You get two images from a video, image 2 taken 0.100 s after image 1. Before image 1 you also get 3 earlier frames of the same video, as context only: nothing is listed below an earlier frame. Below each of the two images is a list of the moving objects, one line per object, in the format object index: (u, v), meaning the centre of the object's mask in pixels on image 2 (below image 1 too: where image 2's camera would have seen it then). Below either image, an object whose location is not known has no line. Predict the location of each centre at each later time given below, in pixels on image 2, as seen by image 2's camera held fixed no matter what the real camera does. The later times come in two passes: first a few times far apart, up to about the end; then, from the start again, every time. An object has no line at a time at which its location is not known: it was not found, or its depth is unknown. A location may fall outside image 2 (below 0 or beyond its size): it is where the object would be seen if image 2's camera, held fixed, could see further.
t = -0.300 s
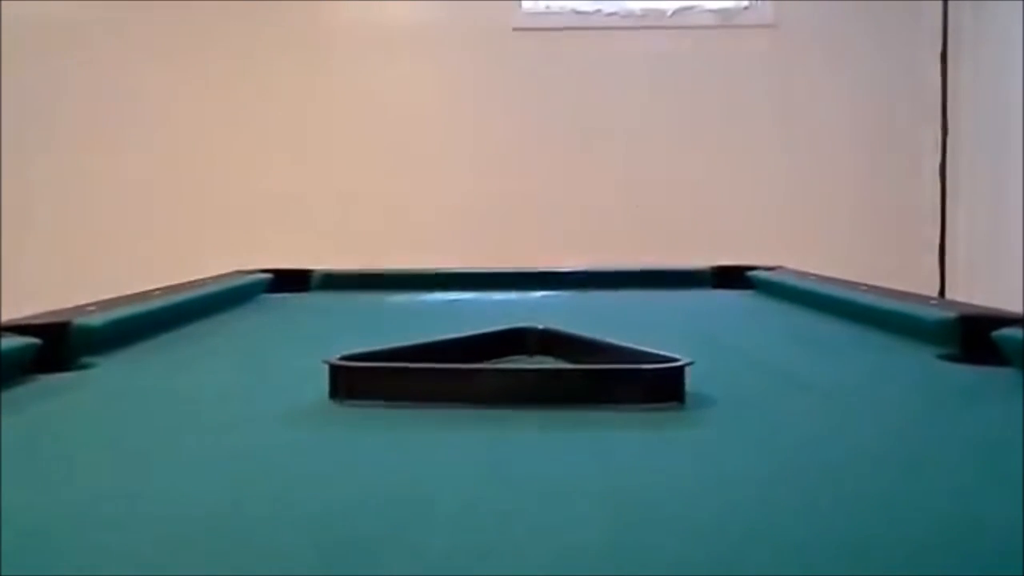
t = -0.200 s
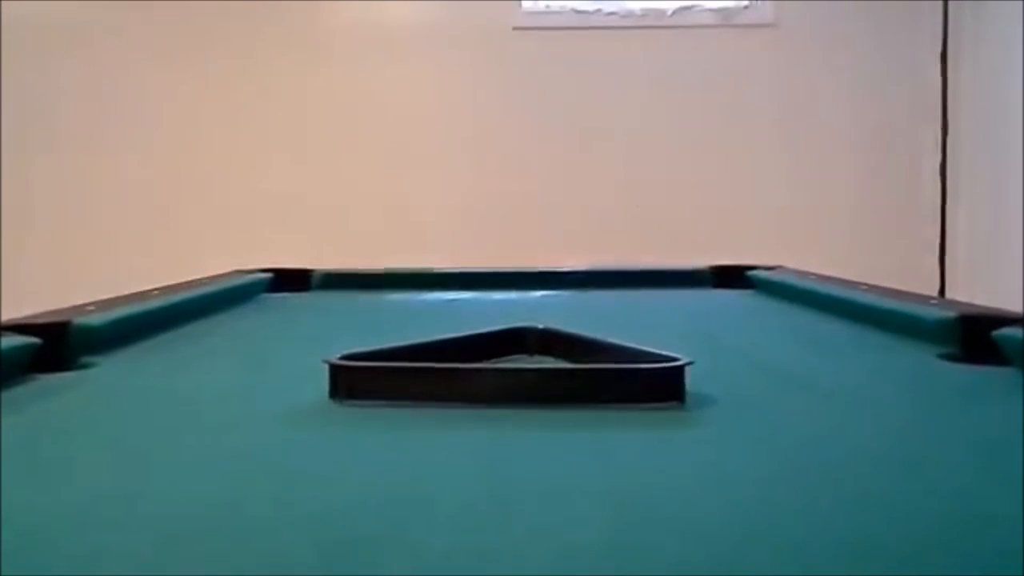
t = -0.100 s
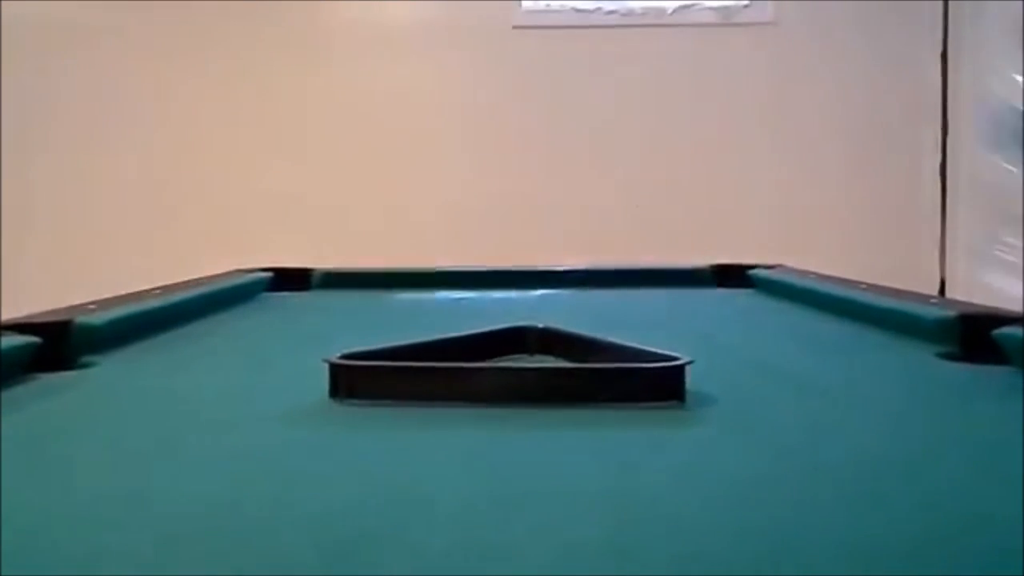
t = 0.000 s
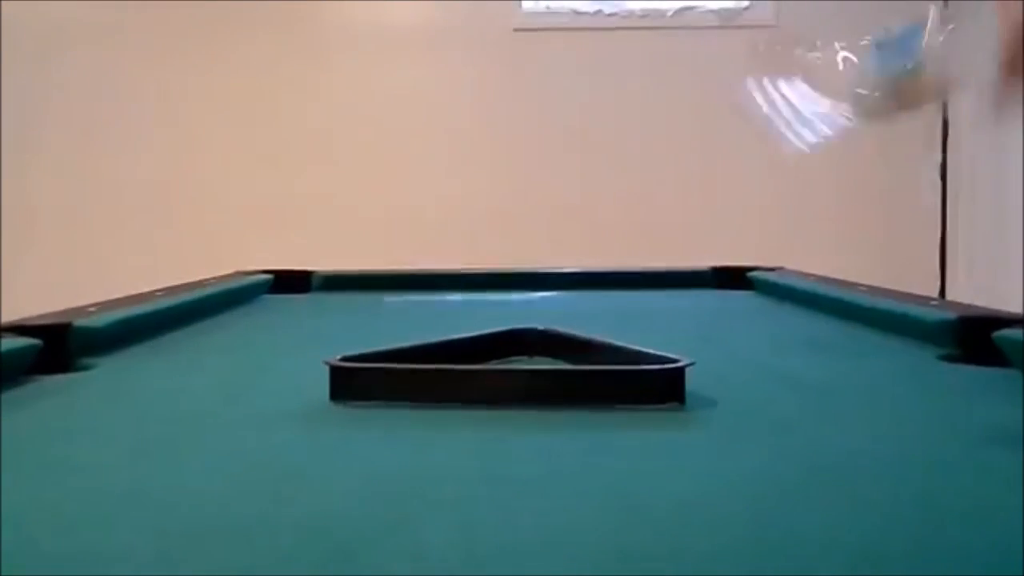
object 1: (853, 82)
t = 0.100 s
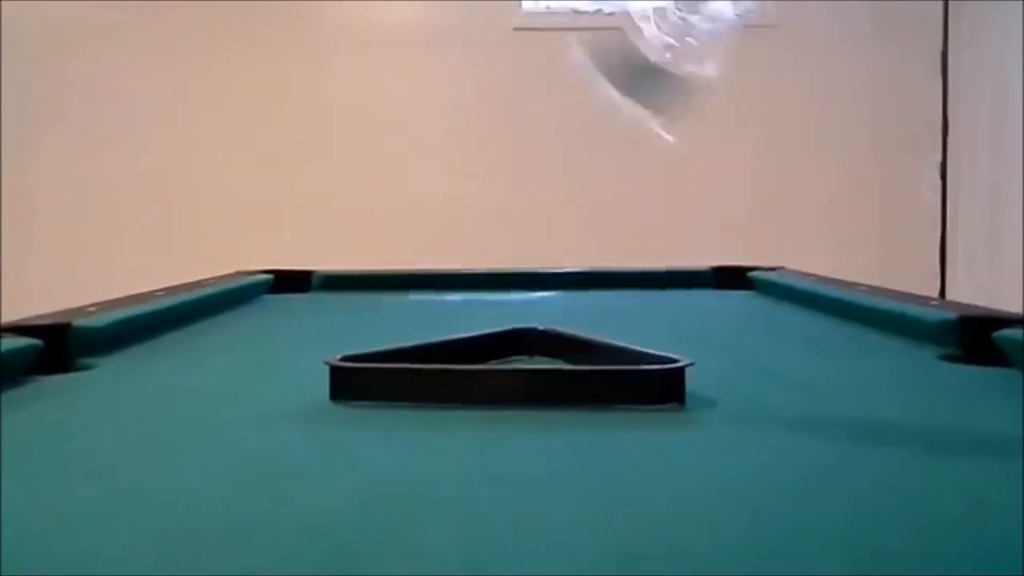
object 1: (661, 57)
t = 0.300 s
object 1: (499, 173)
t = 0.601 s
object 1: (427, 274)
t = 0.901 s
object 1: (430, 274)
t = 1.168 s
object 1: (430, 274)
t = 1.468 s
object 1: (430, 274)
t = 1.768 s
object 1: (430, 274)
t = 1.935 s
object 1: (429, 274)
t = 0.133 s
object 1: (615, 25)
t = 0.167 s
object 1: (617, 19)
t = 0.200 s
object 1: (602, 36)
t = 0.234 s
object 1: (562, 64)
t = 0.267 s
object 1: (524, 108)
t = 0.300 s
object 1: (499, 173)
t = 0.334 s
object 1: (477, 248)
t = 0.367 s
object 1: (456, 276)
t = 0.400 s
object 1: (453, 275)
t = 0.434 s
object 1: (450, 275)
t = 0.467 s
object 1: (441, 272)
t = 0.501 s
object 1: (434, 273)
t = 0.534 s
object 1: (430, 273)
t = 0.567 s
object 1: (427, 274)
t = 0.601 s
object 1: (427, 274)
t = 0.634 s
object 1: (429, 274)
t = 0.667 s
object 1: (433, 274)
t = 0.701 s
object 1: (435, 275)
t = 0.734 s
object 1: (434, 275)
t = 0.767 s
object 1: (431, 275)
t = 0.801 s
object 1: (428, 275)
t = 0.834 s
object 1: (428, 274)
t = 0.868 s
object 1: (430, 274)
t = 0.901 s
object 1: (430, 274)
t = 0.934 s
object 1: (430, 274)
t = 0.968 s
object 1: (430, 274)
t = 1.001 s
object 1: (430, 274)
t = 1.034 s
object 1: (430, 274)
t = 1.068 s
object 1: (430, 274)
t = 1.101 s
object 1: (429, 274)
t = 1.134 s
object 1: (430, 274)
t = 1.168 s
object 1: (430, 274)
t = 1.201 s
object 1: (430, 274)
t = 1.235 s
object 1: (430, 274)
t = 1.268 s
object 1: (430, 274)
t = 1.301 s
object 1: (430, 274)
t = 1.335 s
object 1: (430, 274)
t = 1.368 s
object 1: (430, 274)
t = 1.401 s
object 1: (430, 274)
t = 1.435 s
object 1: (430, 274)
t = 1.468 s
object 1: (430, 274)
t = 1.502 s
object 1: (430, 274)
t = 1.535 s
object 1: (430, 274)
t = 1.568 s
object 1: (430, 274)
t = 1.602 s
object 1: (430, 274)
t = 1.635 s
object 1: (430, 274)
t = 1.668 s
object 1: (430, 274)
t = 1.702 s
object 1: (430, 274)
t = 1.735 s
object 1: (430, 275)
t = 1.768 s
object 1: (430, 274)
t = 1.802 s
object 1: (430, 274)
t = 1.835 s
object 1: (430, 274)
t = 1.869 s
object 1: (430, 274)
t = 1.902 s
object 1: (430, 274)
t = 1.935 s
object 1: (429, 274)
